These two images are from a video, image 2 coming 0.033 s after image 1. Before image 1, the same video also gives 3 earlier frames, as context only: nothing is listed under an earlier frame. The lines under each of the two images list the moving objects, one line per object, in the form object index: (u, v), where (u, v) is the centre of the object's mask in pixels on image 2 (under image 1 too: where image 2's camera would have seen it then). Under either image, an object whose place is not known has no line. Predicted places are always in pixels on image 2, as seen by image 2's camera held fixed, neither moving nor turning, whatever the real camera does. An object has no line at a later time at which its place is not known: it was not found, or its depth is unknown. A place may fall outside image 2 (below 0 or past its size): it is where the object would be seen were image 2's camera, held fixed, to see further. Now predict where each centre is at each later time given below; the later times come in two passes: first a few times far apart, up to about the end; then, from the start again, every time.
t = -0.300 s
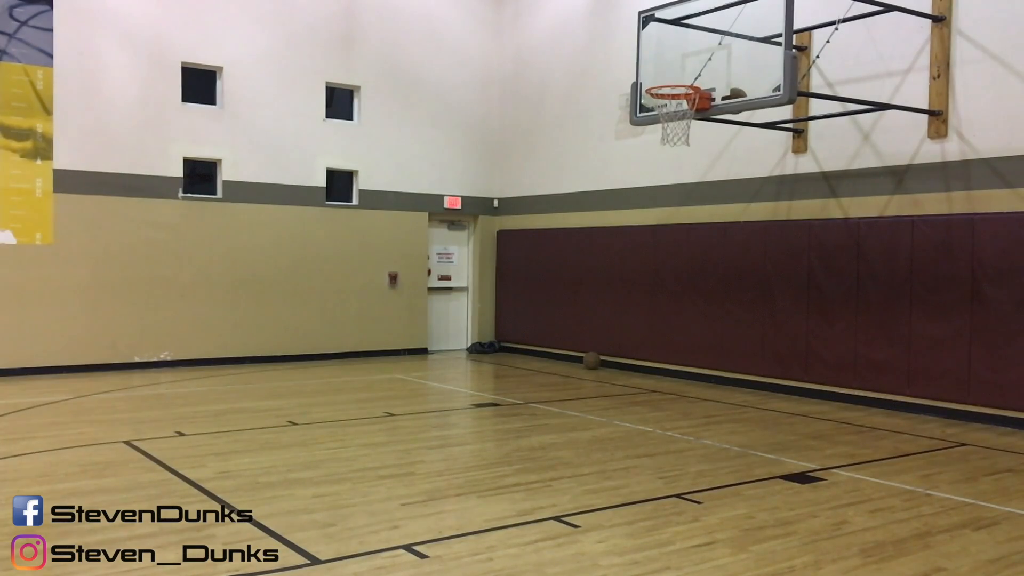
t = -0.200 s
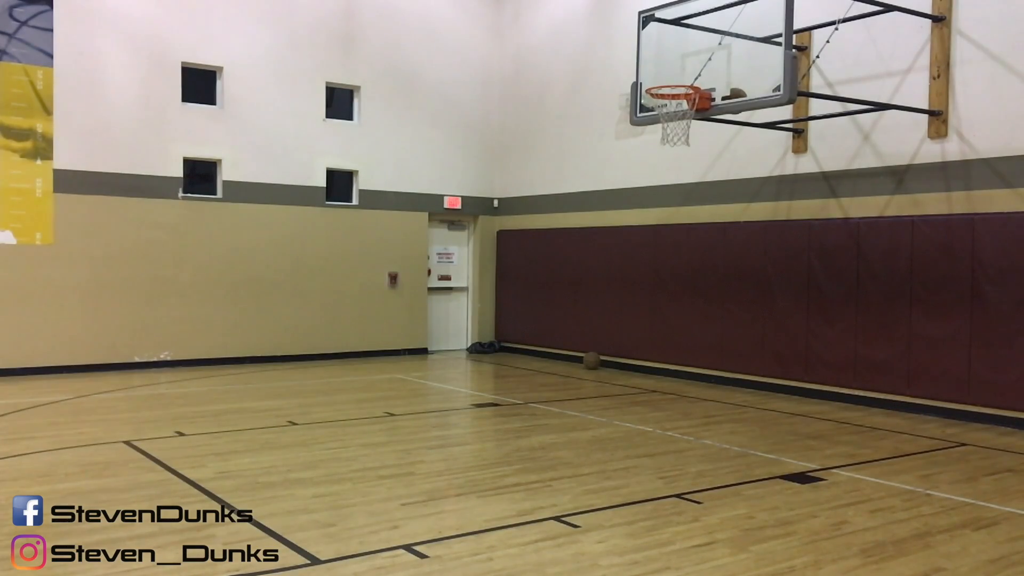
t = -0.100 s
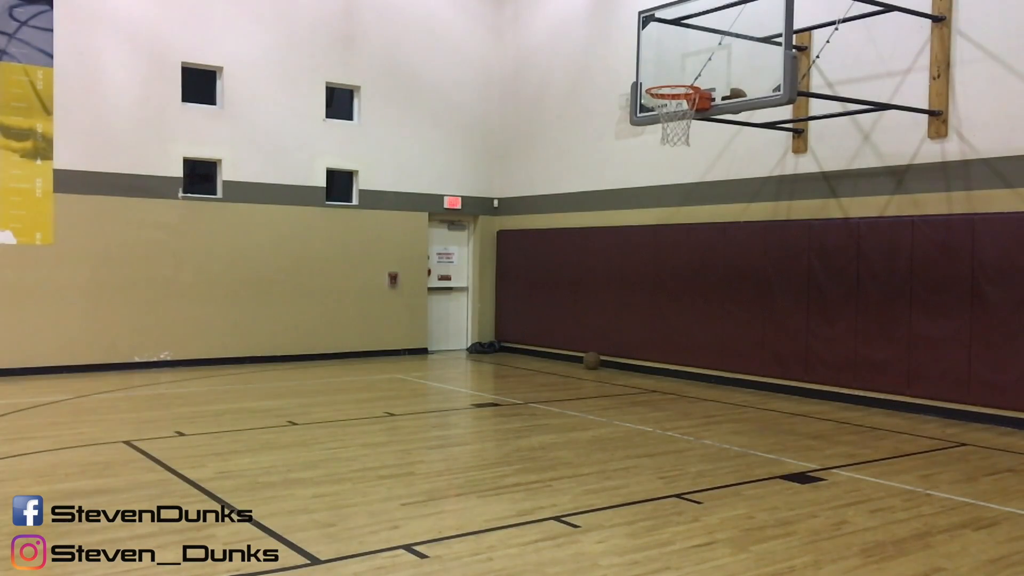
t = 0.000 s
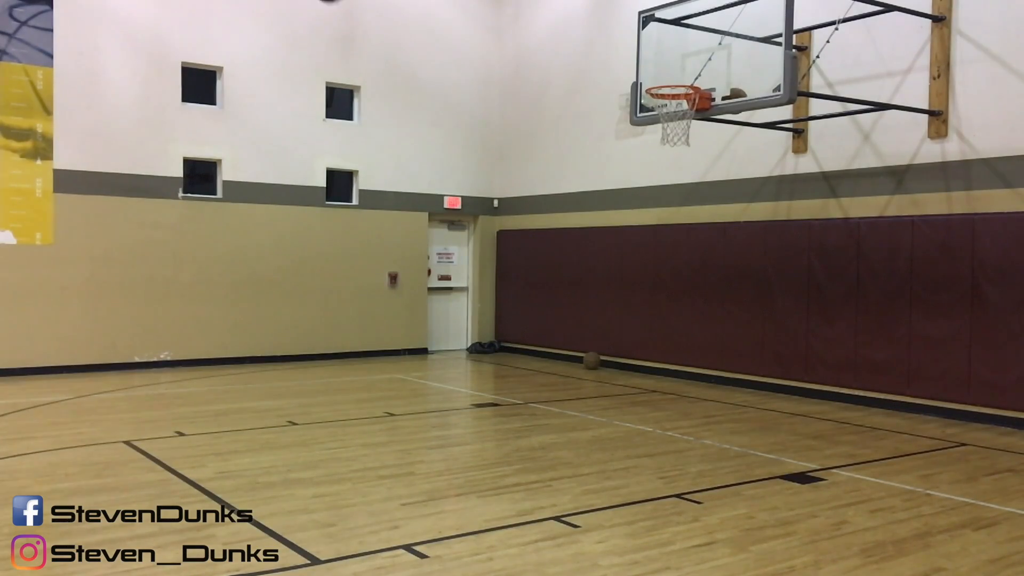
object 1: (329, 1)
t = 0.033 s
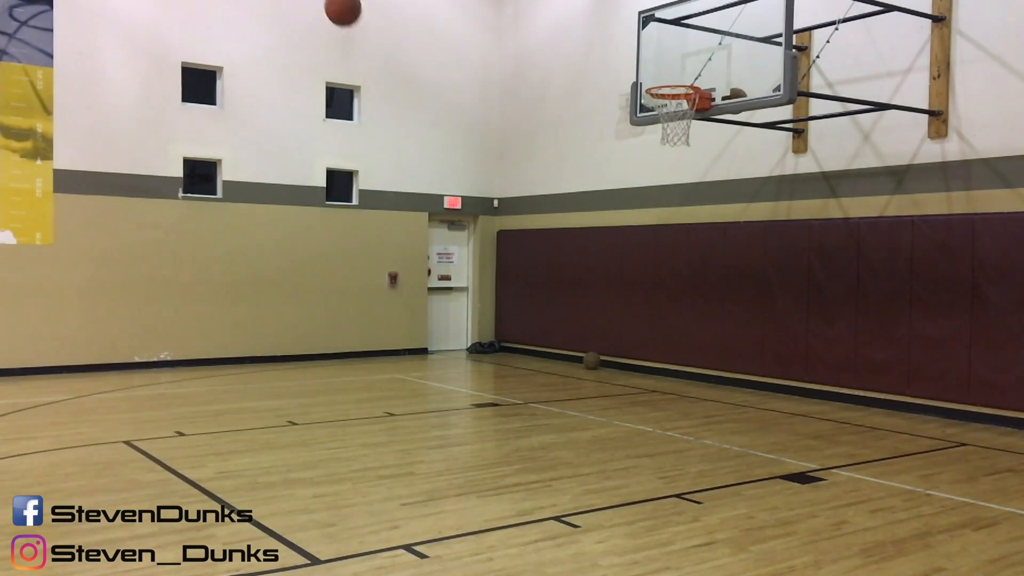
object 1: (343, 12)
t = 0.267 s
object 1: (436, 200)
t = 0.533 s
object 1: (516, 416)
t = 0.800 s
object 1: (540, 251)
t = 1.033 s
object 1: (559, 180)
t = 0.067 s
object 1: (357, 32)
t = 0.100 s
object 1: (371, 58)
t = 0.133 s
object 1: (385, 85)
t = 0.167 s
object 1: (398, 113)
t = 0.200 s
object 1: (411, 141)
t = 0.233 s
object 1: (423, 170)
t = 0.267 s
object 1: (436, 200)
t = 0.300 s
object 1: (448, 229)
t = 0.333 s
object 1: (459, 261)
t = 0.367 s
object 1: (470, 291)
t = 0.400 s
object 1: (481, 324)
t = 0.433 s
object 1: (491, 356)
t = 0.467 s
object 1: (501, 389)
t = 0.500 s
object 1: (512, 421)
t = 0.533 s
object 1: (516, 416)
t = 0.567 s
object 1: (520, 389)
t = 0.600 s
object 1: (523, 365)
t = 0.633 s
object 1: (526, 342)
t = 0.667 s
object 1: (528, 321)
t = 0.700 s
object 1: (531, 301)
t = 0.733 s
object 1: (535, 283)
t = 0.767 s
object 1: (538, 266)
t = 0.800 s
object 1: (540, 251)
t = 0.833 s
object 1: (543, 237)
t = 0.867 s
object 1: (546, 224)
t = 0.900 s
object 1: (549, 213)
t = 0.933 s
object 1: (552, 203)
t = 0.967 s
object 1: (554, 194)
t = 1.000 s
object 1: (557, 186)
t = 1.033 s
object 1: (559, 180)
